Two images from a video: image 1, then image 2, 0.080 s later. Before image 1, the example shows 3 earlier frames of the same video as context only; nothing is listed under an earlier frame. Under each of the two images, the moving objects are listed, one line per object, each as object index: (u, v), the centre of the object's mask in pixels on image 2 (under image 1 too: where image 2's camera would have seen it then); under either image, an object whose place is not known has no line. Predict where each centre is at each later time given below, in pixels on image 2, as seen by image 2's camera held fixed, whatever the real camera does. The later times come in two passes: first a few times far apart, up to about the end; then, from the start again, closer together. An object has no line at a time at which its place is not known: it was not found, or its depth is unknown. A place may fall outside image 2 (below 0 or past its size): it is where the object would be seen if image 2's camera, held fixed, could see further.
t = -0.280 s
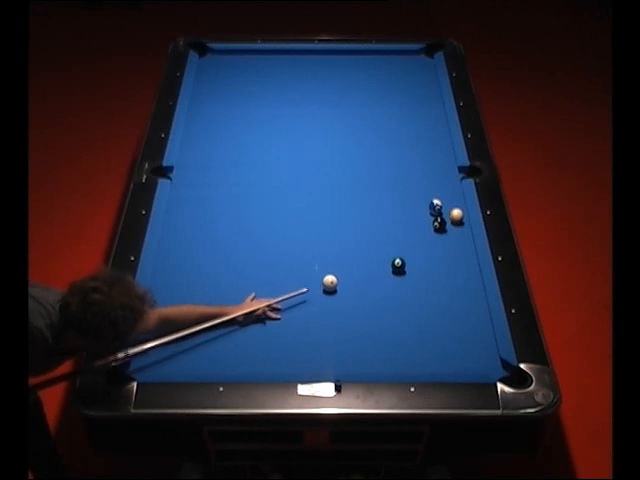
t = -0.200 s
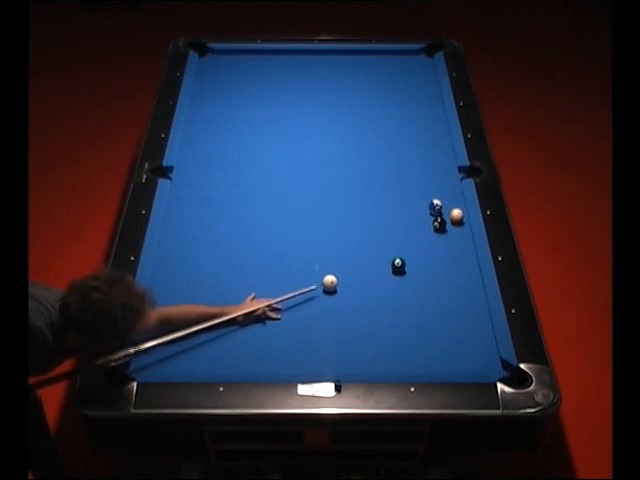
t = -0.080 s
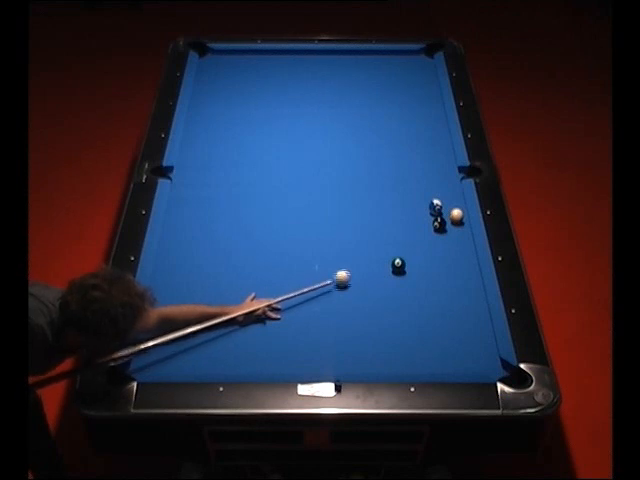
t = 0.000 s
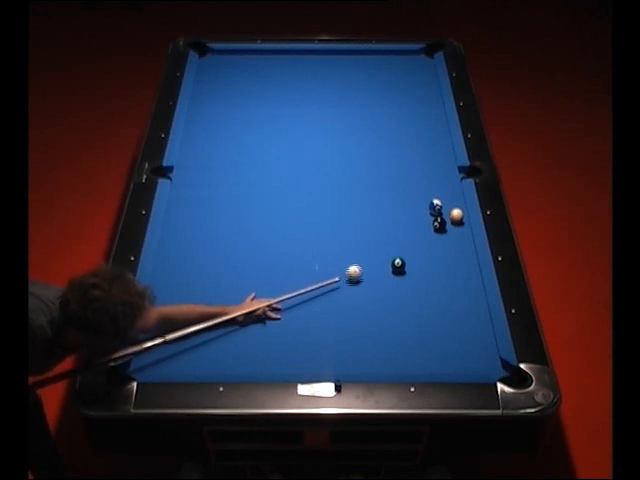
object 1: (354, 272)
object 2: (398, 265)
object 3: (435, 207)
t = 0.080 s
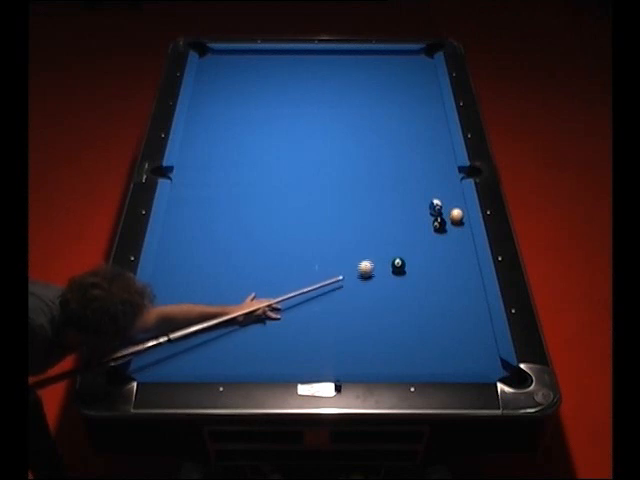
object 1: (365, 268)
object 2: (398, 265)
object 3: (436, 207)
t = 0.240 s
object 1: (385, 258)
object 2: (400, 265)
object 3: (436, 207)
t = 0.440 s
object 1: (397, 245)
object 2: (414, 268)
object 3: (436, 207)
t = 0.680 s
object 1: (411, 231)
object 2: (429, 270)
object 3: (435, 207)
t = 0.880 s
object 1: (421, 220)
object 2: (440, 272)
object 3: (435, 207)
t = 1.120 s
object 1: (428, 211)
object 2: (454, 274)
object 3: (440, 204)
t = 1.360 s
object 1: (430, 208)
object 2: (466, 277)
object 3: (448, 197)
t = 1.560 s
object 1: (431, 206)
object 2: (474, 279)
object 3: (453, 191)
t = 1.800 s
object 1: (432, 204)
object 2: (469, 279)
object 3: (453, 186)
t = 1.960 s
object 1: (432, 205)
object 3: (449, 187)
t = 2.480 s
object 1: (432, 204)
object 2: (461, 282)
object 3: (440, 180)
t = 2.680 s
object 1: (432, 203)
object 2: (460, 282)
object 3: (438, 178)
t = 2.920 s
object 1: (432, 203)
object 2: (459, 282)
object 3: (436, 176)
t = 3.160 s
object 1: (432, 203)
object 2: (459, 281)
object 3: (435, 173)
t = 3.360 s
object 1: (432, 203)
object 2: (459, 281)
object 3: (433, 171)
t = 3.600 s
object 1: (432, 202)
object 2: (459, 281)
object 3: (433, 171)
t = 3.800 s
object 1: (432, 202)
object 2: (459, 281)
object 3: (433, 171)
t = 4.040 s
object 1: (432, 202)
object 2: (459, 281)
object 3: (433, 171)
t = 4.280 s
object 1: (432, 202)
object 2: (459, 281)
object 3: (433, 171)
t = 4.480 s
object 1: (432, 202)
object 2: (459, 281)
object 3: (433, 171)
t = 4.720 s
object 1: (432, 202)
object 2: (459, 281)
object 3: (433, 171)
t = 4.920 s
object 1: (432, 202)
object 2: (459, 281)
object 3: (433, 171)
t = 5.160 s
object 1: (432, 202)
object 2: (459, 281)
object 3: (433, 171)
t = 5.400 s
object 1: (432, 201)
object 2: (459, 280)
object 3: (433, 170)
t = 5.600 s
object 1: (432, 201)
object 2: (459, 280)
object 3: (433, 170)
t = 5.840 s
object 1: (432, 201)
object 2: (459, 280)
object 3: (433, 170)
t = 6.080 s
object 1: (432, 201)
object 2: (459, 280)
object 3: (433, 170)
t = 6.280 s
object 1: (432, 201)
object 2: (459, 280)
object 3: (433, 170)
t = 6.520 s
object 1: (432, 201)
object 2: (459, 280)
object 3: (433, 170)
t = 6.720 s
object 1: (432, 201)
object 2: (459, 280)
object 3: (433, 170)
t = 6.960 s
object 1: (432, 201)
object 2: (459, 280)
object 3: (433, 170)
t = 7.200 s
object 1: (432, 201)
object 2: (459, 280)
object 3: (433, 170)
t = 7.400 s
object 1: (432, 201)
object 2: (459, 280)
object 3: (433, 170)
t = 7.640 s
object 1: (432, 201)
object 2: (459, 280)
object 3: (433, 170)
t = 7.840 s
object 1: (432, 201)
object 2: (459, 280)
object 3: (433, 170)
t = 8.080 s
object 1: (432, 201)
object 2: (459, 281)
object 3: (433, 171)
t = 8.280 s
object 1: (432, 201)
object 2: (459, 280)
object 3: (433, 171)
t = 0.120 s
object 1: (371, 265)
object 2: (398, 265)
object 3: (435, 207)
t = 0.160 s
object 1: (376, 264)
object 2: (398, 265)
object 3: (435, 207)
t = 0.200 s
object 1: (383, 261)
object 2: (398, 265)
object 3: (435, 207)
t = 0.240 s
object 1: (385, 258)
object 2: (400, 265)
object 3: (436, 207)
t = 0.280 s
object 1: (388, 255)
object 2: (404, 266)
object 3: (436, 207)
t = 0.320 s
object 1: (390, 253)
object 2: (406, 266)
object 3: (435, 207)
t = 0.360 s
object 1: (392, 250)
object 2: (409, 267)
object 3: (435, 207)
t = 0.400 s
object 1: (395, 247)
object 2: (412, 267)
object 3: (435, 207)
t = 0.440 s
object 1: (397, 245)
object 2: (414, 268)
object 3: (436, 207)
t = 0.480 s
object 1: (399, 242)
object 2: (416, 268)
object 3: (435, 207)
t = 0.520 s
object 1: (402, 240)
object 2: (419, 269)
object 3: (435, 207)
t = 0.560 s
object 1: (404, 237)
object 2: (422, 269)
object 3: (435, 207)
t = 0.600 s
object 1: (407, 235)
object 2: (424, 269)
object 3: (436, 207)
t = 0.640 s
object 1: (408, 233)
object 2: (426, 270)
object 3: (435, 207)
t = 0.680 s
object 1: (411, 231)
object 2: (429, 270)
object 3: (435, 207)
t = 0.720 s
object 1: (413, 228)
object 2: (431, 271)
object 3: (435, 207)
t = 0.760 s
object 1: (415, 226)
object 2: (434, 271)
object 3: (435, 207)
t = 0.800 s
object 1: (417, 223)
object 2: (436, 271)
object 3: (435, 207)
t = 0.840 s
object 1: (419, 221)
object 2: (439, 272)
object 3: (436, 207)
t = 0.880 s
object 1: (421, 220)
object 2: (440, 272)
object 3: (435, 207)
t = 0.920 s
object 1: (423, 217)
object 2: (443, 272)
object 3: (436, 207)
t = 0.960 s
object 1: (425, 216)
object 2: (445, 273)
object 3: (436, 207)
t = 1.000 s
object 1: (427, 213)
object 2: (447, 273)
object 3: (436, 206)
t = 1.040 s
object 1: (428, 212)
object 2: (449, 274)
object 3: (438, 206)
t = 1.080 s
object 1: (428, 212)
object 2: (451, 274)
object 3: (439, 205)
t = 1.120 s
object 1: (428, 211)
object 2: (454, 274)
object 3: (440, 204)
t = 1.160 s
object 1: (428, 211)
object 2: (456, 275)
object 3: (441, 203)
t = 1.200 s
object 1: (429, 210)
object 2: (458, 275)
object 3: (441, 200)
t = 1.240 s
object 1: (429, 209)
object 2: (460, 276)
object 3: (443, 200)
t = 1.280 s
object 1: (429, 209)
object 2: (462, 276)
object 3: (445, 199)
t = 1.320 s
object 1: (429, 209)
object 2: (464, 277)
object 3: (446, 198)
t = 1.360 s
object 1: (430, 208)
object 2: (466, 277)
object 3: (448, 197)
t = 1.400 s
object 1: (430, 208)
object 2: (468, 277)
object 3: (449, 196)
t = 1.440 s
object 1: (430, 207)
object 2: (470, 277)
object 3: (450, 196)
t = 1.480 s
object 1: (430, 207)
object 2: (472, 278)
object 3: (451, 194)
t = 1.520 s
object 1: (431, 206)
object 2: (473, 278)
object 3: (452, 193)
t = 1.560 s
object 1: (431, 206)
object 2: (474, 279)
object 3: (453, 191)
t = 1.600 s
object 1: (431, 206)
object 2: (473, 279)
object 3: (454, 189)
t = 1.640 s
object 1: (431, 205)
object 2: (472, 279)
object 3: (456, 187)
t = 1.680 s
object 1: (431, 205)
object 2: (472, 279)
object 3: (455, 188)
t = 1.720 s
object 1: (431, 205)
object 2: (471, 279)
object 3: (454, 187)
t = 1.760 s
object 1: (432, 205)
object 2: (470, 279)
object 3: (453, 187)
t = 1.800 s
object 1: (432, 204)
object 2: (469, 279)
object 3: (453, 186)
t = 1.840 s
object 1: (432, 205)
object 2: (468, 280)
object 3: (452, 186)
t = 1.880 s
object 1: (432, 204)
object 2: (468, 280)
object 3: (451, 186)
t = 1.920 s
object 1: (432, 205)
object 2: (467, 280)
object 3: (450, 186)
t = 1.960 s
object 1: (432, 205)
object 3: (449, 187)
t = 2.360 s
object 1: (432, 204)
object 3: (441, 180)
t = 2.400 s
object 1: (432, 204)
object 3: (441, 181)
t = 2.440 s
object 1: (432, 204)
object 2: (461, 282)
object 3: (441, 180)
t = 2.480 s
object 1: (432, 204)
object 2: (461, 282)
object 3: (440, 180)
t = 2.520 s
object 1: (432, 204)
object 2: (461, 282)
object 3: (440, 179)
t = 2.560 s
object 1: (432, 204)
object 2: (460, 282)
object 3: (439, 177)
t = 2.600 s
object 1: (432, 204)
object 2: (460, 282)
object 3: (438, 177)
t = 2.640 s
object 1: (432, 203)
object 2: (460, 282)
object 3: (438, 178)
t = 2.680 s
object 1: (432, 203)
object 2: (460, 282)
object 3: (438, 178)
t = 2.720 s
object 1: (432, 203)
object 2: (459, 282)
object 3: (438, 178)
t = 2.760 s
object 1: (432, 203)
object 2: (459, 282)
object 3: (437, 177)
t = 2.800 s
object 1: (432, 203)
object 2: (459, 282)
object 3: (437, 177)
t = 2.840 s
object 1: (432, 203)
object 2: (459, 282)
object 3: (437, 176)
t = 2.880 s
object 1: (432, 203)
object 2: (459, 282)
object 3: (436, 176)
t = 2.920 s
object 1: (432, 203)
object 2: (459, 282)
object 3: (436, 176)
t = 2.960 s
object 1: (432, 203)
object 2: (459, 282)
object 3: (436, 175)
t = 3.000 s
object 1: (432, 203)
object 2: (459, 282)
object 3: (435, 175)
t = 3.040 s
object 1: (432, 203)
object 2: (459, 282)
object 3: (435, 174)
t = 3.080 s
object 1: (432, 203)
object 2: (459, 281)
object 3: (435, 174)
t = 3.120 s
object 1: (432, 203)
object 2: (459, 281)
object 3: (435, 174)
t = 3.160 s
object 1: (432, 203)
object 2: (459, 281)
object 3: (435, 173)
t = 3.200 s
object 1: (432, 203)
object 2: (459, 281)
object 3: (434, 173)
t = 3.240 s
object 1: (432, 203)
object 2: (459, 281)
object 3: (434, 173)
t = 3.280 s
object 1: (432, 203)
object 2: (459, 281)
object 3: (434, 173)
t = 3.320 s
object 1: (432, 203)
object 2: (459, 281)
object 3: (434, 171)
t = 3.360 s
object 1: (432, 203)
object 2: (459, 281)
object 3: (433, 171)
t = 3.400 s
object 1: (432, 203)
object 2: (459, 281)
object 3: (433, 171)
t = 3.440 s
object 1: (432, 203)
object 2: (459, 281)
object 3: (433, 171)
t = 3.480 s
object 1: (432, 202)
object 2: (459, 281)
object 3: (433, 171)
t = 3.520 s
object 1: (432, 202)
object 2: (459, 281)
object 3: (433, 171)
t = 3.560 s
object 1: (432, 202)
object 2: (459, 281)
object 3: (433, 171)
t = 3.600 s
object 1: (432, 202)
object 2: (459, 281)
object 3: (433, 171)
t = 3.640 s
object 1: (432, 202)
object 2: (459, 281)
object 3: (433, 171)
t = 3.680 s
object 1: (432, 202)
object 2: (459, 281)
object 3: (433, 171)
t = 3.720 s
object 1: (432, 202)
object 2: (459, 281)
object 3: (433, 171)
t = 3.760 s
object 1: (432, 202)
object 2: (459, 281)
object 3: (433, 171)
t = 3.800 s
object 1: (432, 202)
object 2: (459, 281)
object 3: (433, 171)
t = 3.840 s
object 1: (432, 202)
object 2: (459, 281)
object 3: (433, 171)
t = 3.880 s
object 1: (432, 202)
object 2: (459, 281)
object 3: (433, 171)
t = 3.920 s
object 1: (432, 202)
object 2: (459, 281)
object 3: (433, 171)
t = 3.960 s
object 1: (432, 202)
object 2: (459, 281)
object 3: (433, 171)
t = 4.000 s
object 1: (432, 202)
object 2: (459, 281)
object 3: (433, 171)
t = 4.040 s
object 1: (432, 202)
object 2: (459, 281)
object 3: (433, 171)
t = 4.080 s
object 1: (432, 202)
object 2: (459, 281)
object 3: (433, 171)
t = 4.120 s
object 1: (432, 202)
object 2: (459, 281)
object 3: (433, 171)
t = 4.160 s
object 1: (432, 202)
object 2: (459, 281)
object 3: (433, 171)
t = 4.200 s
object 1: (432, 202)
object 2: (459, 281)
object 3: (433, 171)
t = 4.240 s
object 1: (432, 202)
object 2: (459, 281)
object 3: (433, 171)
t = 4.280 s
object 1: (432, 202)
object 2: (459, 281)
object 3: (433, 171)
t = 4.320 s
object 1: (432, 202)
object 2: (459, 281)
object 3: (433, 171)
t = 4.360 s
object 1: (432, 202)
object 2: (459, 281)
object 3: (433, 171)
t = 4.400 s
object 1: (432, 202)
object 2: (459, 281)
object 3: (433, 171)
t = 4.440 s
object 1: (432, 202)
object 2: (459, 281)
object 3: (433, 171)
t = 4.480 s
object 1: (432, 202)
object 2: (459, 281)
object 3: (433, 171)
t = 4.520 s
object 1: (432, 202)
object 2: (459, 281)
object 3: (433, 171)
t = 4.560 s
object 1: (432, 202)
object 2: (459, 281)
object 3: (433, 171)
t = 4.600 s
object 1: (432, 202)
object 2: (459, 281)
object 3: (433, 171)
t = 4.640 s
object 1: (432, 202)
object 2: (459, 281)
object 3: (433, 171)
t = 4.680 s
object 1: (432, 202)
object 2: (459, 281)
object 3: (433, 171)
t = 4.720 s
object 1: (432, 202)
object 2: (459, 281)
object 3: (433, 171)
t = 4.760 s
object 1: (432, 202)
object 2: (459, 281)
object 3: (433, 171)
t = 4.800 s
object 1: (432, 202)
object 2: (459, 281)
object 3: (433, 171)
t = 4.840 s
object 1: (432, 202)
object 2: (459, 281)
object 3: (433, 171)
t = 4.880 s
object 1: (432, 202)
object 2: (459, 281)
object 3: (433, 171)
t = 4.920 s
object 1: (432, 202)
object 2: (459, 281)
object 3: (433, 171)
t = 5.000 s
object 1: (432, 202)
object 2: (459, 281)
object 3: (433, 171)
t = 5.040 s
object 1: (432, 202)
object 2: (459, 281)
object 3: (433, 171)
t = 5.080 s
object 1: (432, 202)
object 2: (459, 281)
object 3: (433, 171)
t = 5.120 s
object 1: (432, 202)
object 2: (459, 281)
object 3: (433, 171)
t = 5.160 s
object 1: (432, 202)
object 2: (459, 281)
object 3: (433, 171)
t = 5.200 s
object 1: (432, 201)
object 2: (459, 281)
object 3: (433, 171)
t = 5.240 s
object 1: (432, 201)
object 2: (459, 281)
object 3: (433, 171)
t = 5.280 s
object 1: (432, 201)
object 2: (459, 280)
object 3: (433, 170)
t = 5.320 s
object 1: (432, 201)
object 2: (459, 280)
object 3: (433, 170)
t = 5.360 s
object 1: (432, 201)
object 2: (459, 281)
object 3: (433, 170)
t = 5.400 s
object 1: (432, 201)
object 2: (459, 280)
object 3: (433, 170)
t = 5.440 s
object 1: (432, 201)
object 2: (459, 280)
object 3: (433, 170)
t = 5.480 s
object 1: (432, 201)
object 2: (459, 280)
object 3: (433, 170)
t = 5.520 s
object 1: (432, 201)
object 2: (459, 280)
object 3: (433, 170)
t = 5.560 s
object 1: (432, 201)
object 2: (459, 280)
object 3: (433, 170)
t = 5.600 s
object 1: (432, 201)
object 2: (459, 280)
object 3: (433, 170)
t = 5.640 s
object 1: (432, 201)
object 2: (459, 280)
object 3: (433, 170)
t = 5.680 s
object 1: (432, 201)
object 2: (459, 280)
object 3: (433, 170)
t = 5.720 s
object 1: (432, 201)
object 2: (459, 280)
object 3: (433, 170)
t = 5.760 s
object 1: (432, 201)
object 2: (459, 280)
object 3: (433, 170)
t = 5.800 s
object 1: (432, 201)
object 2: (459, 280)
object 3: (433, 170)
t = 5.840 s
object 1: (432, 201)
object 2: (459, 280)
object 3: (433, 170)
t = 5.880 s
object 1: (432, 201)
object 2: (459, 280)
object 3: (433, 170)
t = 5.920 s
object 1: (432, 201)
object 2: (459, 280)
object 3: (433, 170)
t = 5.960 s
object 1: (432, 201)
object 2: (459, 280)
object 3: (433, 170)
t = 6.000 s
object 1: (432, 201)
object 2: (459, 280)
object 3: (433, 170)
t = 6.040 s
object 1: (432, 201)
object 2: (459, 280)
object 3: (433, 170)
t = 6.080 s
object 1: (432, 201)
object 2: (459, 280)
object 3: (433, 170)
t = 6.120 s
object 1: (432, 201)
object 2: (459, 280)
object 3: (433, 170)
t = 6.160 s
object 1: (432, 201)
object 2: (459, 280)
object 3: (433, 170)
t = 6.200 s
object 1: (432, 201)
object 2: (459, 280)
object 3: (433, 170)
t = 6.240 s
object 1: (432, 201)
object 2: (459, 280)
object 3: (433, 170)
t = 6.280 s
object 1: (432, 201)
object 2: (459, 280)
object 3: (433, 170)
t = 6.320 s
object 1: (432, 201)
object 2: (459, 280)
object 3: (433, 170)
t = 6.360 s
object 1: (432, 201)
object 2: (459, 280)
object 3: (433, 170)
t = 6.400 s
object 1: (432, 201)
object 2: (459, 280)
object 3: (433, 170)
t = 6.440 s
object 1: (432, 201)
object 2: (459, 280)
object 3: (433, 170)
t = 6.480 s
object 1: (432, 201)
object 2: (459, 280)
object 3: (433, 170)
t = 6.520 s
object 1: (432, 201)
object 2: (459, 280)
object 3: (433, 170)
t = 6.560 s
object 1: (432, 201)
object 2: (459, 280)
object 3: (433, 170)
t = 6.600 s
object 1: (432, 201)
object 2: (459, 280)
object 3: (433, 170)
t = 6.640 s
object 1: (432, 201)
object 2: (459, 280)
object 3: (433, 170)
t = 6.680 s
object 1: (432, 201)
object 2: (459, 280)
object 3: (433, 170)
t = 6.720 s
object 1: (432, 201)
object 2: (459, 280)
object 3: (433, 170)
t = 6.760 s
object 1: (432, 201)
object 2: (459, 280)
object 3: (433, 170)
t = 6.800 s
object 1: (432, 201)
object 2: (459, 280)
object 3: (433, 170)
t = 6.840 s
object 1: (432, 201)
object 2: (459, 280)
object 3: (433, 170)
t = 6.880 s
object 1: (432, 201)
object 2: (459, 280)
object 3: (433, 170)
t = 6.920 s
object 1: (432, 201)
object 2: (459, 280)
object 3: (433, 170)
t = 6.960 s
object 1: (432, 201)
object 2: (459, 280)
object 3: (433, 170)
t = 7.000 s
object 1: (432, 201)
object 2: (459, 280)
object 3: (433, 170)
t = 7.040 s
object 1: (432, 201)
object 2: (459, 280)
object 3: (433, 170)
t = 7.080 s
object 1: (432, 201)
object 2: (459, 280)
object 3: (433, 170)
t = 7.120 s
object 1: (432, 201)
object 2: (459, 280)
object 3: (433, 170)
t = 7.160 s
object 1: (432, 201)
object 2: (459, 280)
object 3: (433, 170)
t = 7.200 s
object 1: (432, 201)
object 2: (459, 280)
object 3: (433, 170)
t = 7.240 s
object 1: (432, 201)
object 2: (459, 280)
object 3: (433, 170)
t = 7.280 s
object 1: (432, 201)
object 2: (459, 280)
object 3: (433, 170)
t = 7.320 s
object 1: (432, 201)
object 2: (459, 280)
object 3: (433, 170)
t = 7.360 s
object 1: (432, 201)
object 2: (459, 280)
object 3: (433, 170)
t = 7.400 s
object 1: (432, 201)
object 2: (459, 280)
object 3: (433, 170)
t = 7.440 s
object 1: (432, 201)
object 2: (459, 280)
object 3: (433, 170)
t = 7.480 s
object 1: (432, 201)
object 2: (459, 280)
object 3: (433, 170)
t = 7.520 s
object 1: (432, 201)
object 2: (459, 280)
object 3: (433, 170)
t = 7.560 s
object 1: (432, 201)
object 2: (459, 280)
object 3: (433, 170)
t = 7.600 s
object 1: (432, 201)
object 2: (459, 280)
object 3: (433, 170)
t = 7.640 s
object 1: (432, 201)
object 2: (459, 280)
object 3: (433, 170)
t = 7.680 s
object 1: (432, 201)
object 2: (459, 280)
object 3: (433, 170)
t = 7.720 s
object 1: (432, 201)
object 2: (459, 280)
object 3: (433, 170)
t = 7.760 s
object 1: (432, 201)
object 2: (459, 280)
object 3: (433, 170)
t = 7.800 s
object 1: (432, 201)
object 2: (459, 280)
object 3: (433, 170)
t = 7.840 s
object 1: (432, 201)
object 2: (459, 280)
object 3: (433, 170)
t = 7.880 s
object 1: (432, 201)
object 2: (459, 280)
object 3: (433, 170)
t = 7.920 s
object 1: (432, 201)
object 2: (459, 281)
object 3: (433, 171)
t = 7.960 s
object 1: (432, 201)
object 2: (459, 281)
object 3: (433, 171)
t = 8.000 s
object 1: (432, 201)
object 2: (459, 281)
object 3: (433, 170)
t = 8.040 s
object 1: (432, 201)
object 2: (459, 281)
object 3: (433, 171)
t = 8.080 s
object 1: (432, 201)
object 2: (459, 281)
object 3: (433, 171)
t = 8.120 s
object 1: (432, 201)
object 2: (459, 280)
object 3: (433, 171)
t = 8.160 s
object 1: (432, 201)
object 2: (459, 281)
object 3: (433, 170)
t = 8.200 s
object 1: (432, 201)
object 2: (459, 280)
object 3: (433, 170)
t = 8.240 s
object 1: (432, 201)
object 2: (459, 280)
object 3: (433, 171)
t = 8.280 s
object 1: (432, 201)
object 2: (459, 280)
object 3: (433, 171)
